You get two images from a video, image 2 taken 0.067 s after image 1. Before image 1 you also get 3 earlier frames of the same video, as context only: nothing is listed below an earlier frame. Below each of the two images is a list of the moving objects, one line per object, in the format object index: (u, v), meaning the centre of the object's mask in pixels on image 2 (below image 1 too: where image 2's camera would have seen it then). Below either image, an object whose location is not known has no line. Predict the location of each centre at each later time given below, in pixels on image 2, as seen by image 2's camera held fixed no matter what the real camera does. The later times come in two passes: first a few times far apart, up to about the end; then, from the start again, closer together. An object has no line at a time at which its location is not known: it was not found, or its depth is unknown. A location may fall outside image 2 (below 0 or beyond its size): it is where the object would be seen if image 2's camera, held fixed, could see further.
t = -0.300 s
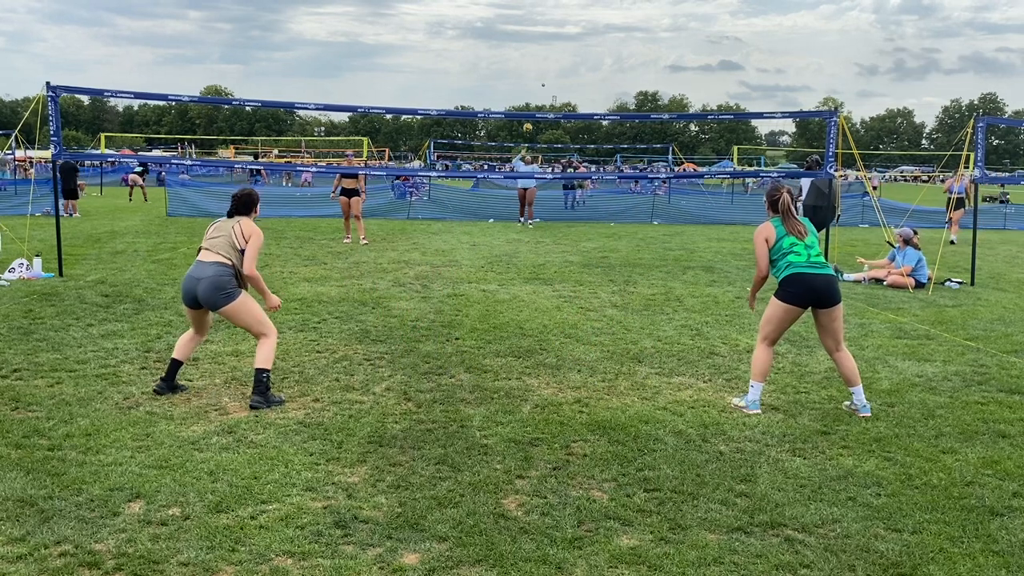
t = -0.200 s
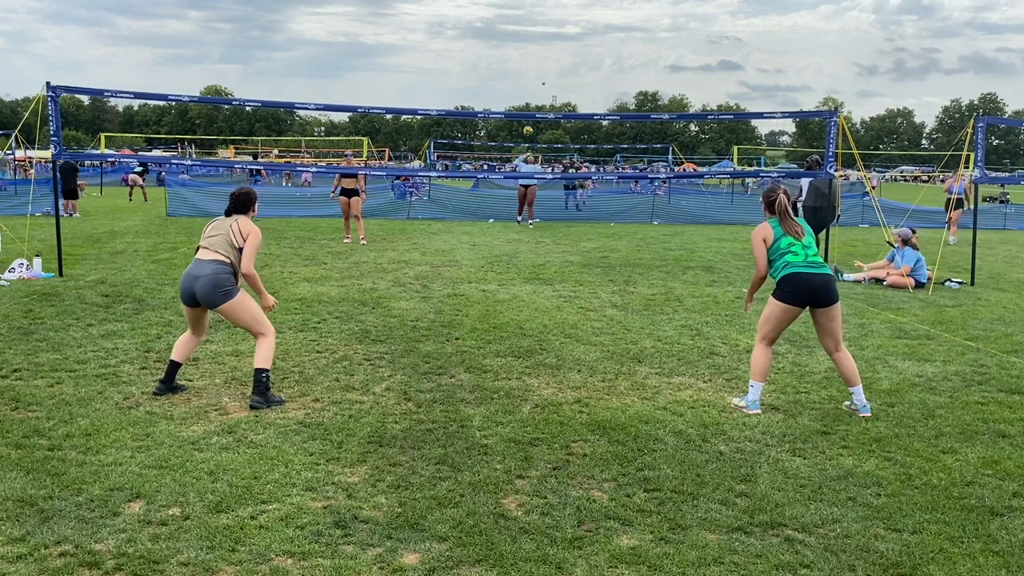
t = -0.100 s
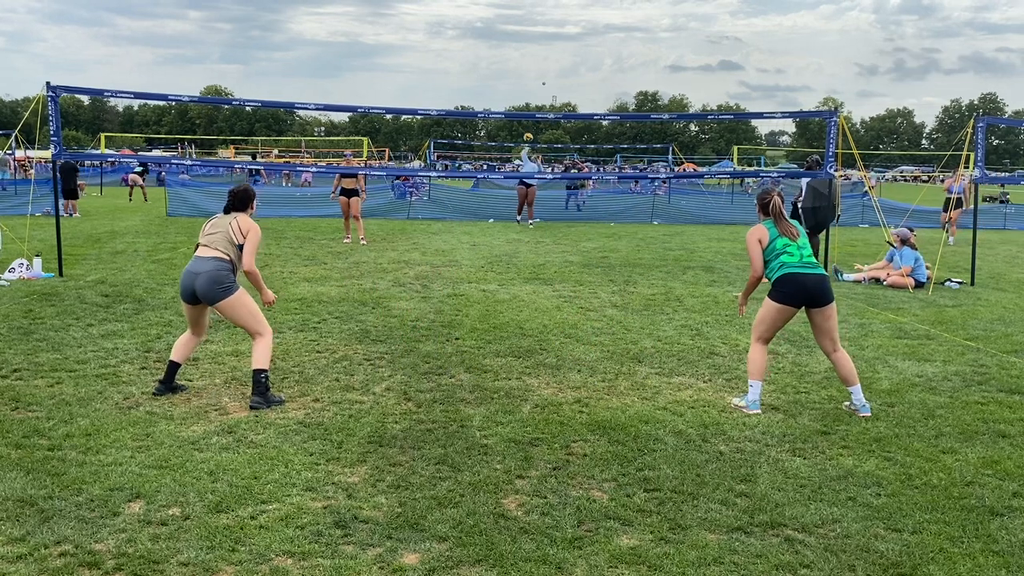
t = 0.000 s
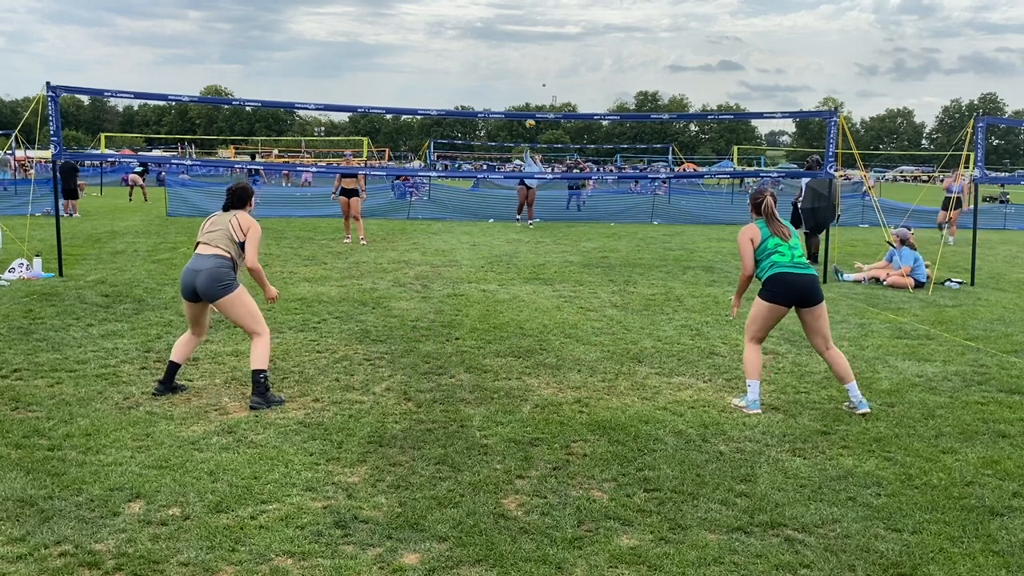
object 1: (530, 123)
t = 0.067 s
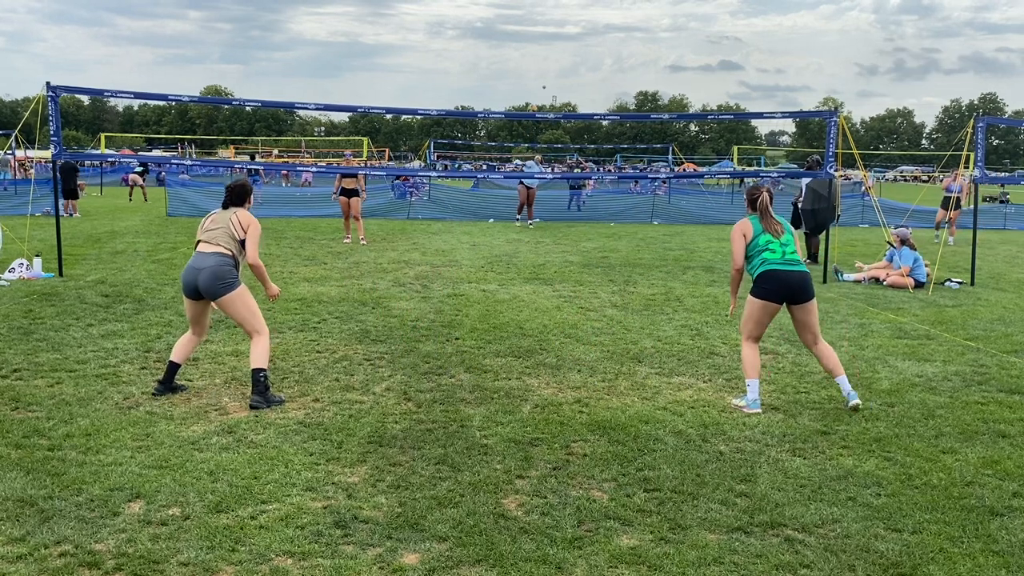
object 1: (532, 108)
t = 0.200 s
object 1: (535, 84)
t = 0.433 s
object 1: (533, 56)
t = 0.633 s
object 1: (528, 58)
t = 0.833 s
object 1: (523, 97)
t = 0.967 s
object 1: (520, 154)
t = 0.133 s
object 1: (533, 96)
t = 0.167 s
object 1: (534, 90)
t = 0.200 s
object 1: (535, 84)
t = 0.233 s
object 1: (535, 79)
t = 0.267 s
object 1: (535, 74)
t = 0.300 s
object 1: (535, 69)
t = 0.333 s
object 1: (535, 65)
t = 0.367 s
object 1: (534, 61)
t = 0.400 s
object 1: (533, 58)
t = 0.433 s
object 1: (533, 56)
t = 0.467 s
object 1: (532, 55)
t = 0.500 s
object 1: (531, 54)
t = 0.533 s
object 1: (530, 53)
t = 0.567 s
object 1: (529, 54)
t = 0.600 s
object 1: (529, 56)
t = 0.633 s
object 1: (528, 58)
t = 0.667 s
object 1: (527, 62)
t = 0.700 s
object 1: (526, 66)
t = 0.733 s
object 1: (525, 72)
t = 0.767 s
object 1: (524, 79)
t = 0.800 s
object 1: (524, 87)
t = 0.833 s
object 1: (523, 97)
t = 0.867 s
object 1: (522, 108)
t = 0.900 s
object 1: (521, 122)
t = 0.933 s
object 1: (521, 137)
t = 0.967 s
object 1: (520, 154)
